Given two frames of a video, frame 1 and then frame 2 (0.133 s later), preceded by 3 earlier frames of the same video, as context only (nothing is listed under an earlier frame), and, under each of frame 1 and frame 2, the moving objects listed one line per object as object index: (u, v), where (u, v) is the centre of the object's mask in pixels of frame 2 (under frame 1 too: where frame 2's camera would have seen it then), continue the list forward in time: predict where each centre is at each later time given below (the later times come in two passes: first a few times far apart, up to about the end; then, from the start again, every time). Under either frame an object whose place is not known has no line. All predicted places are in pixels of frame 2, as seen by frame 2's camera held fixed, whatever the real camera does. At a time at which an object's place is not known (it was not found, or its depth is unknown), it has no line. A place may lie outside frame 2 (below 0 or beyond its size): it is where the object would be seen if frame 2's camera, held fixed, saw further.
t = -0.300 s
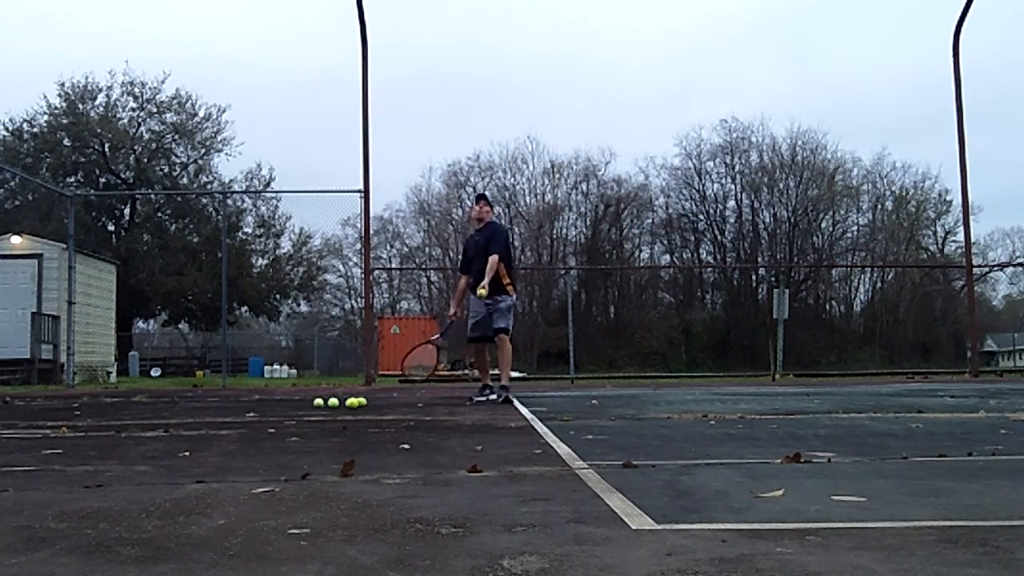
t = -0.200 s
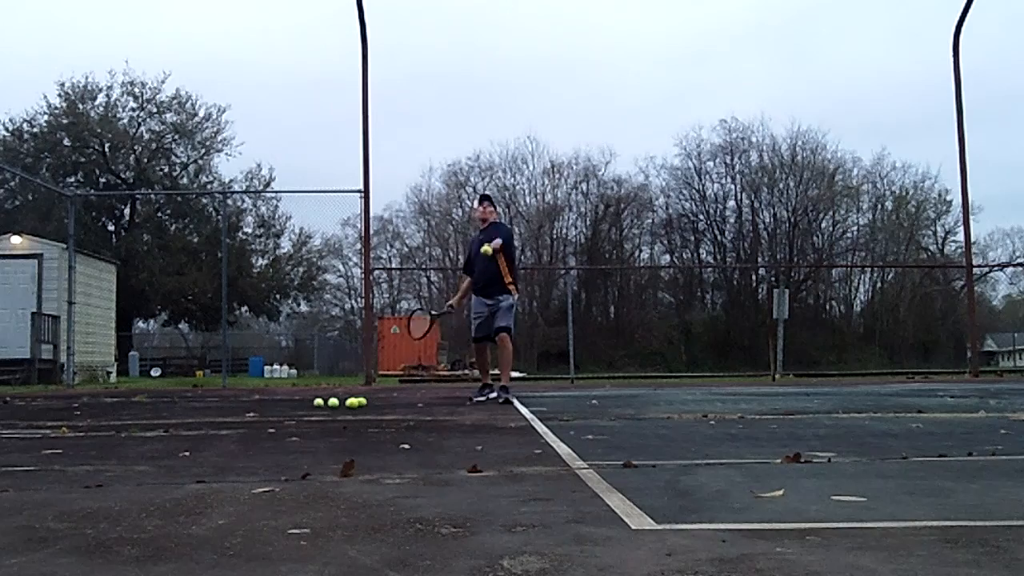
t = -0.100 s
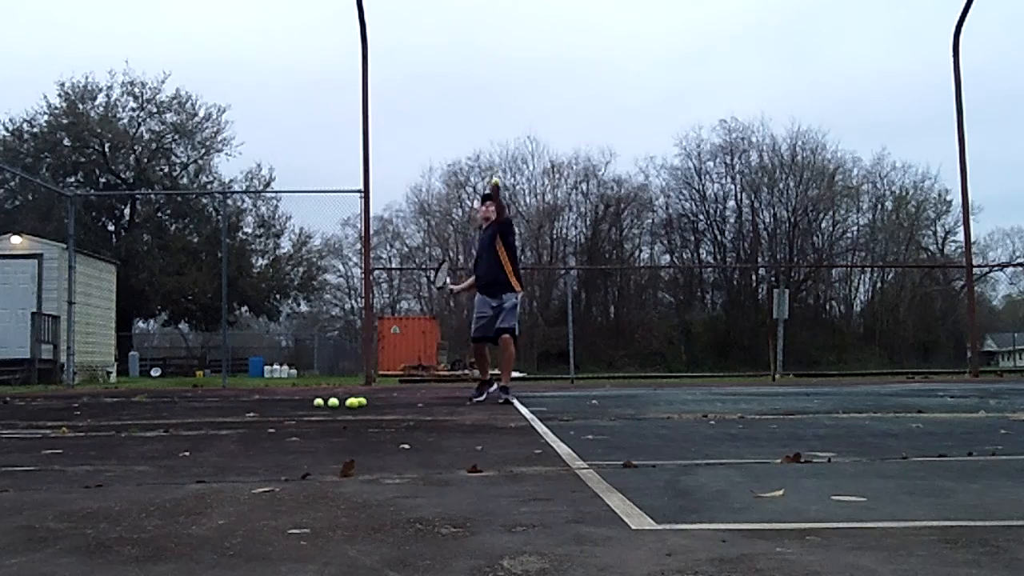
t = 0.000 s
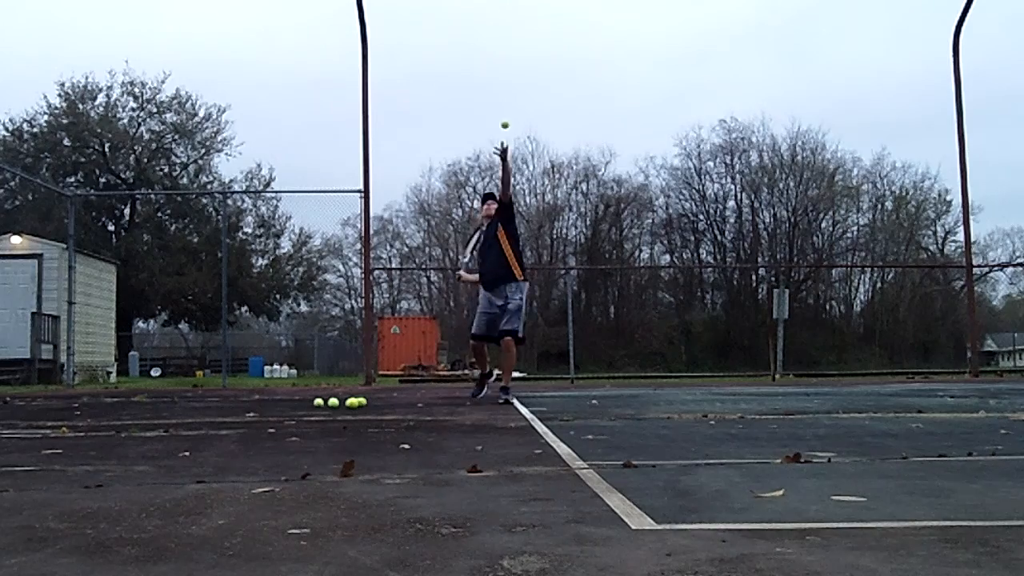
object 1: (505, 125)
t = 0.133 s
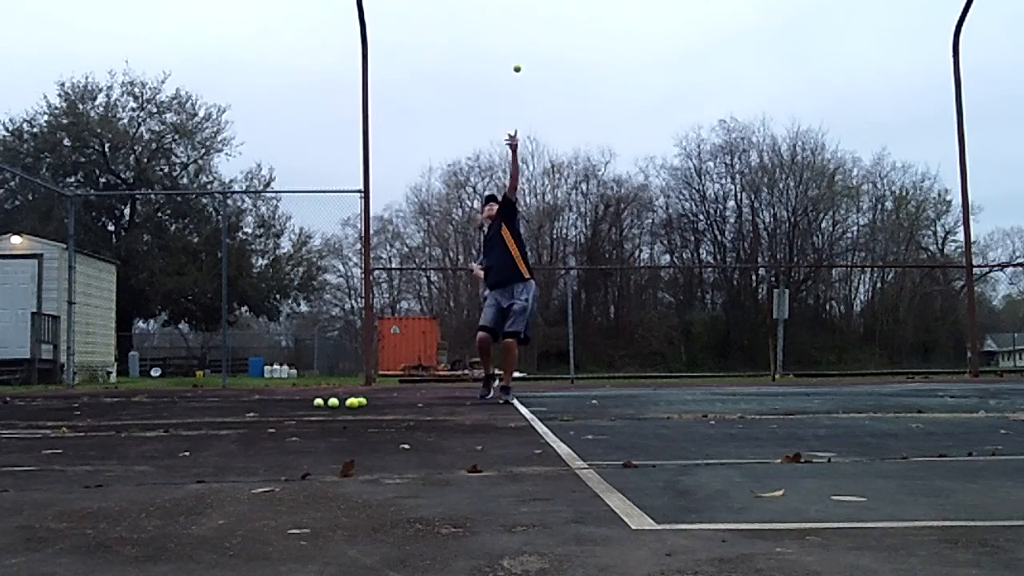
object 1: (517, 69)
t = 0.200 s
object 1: (523, 49)
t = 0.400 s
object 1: (541, 25)
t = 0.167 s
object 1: (519, 59)
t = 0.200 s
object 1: (523, 49)
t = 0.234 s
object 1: (526, 42)
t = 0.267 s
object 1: (529, 36)
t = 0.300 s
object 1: (532, 31)
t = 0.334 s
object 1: (535, 27)
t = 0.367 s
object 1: (538, 26)
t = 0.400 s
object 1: (541, 25)
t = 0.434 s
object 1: (544, 25)
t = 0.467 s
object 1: (548, 28)
